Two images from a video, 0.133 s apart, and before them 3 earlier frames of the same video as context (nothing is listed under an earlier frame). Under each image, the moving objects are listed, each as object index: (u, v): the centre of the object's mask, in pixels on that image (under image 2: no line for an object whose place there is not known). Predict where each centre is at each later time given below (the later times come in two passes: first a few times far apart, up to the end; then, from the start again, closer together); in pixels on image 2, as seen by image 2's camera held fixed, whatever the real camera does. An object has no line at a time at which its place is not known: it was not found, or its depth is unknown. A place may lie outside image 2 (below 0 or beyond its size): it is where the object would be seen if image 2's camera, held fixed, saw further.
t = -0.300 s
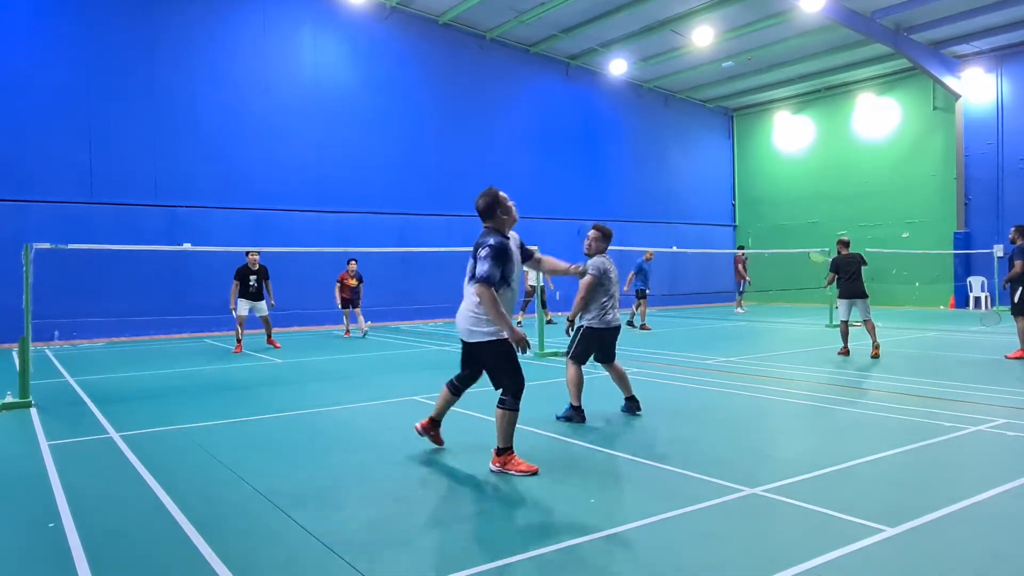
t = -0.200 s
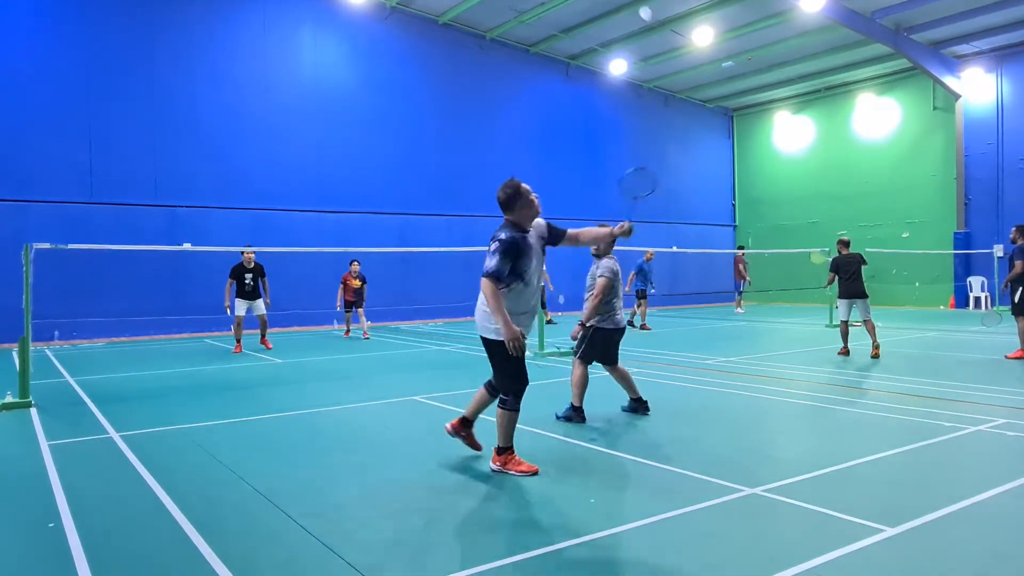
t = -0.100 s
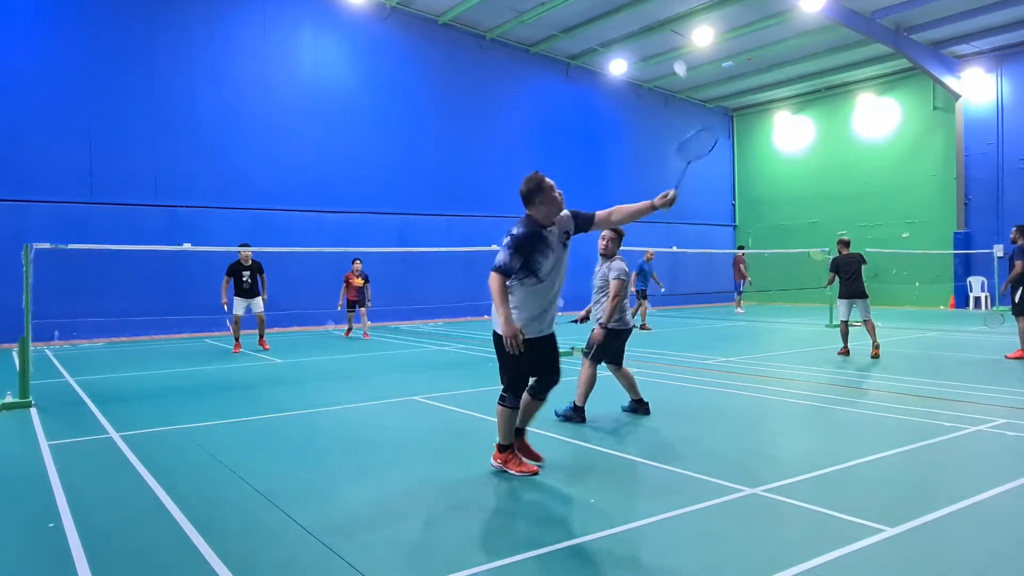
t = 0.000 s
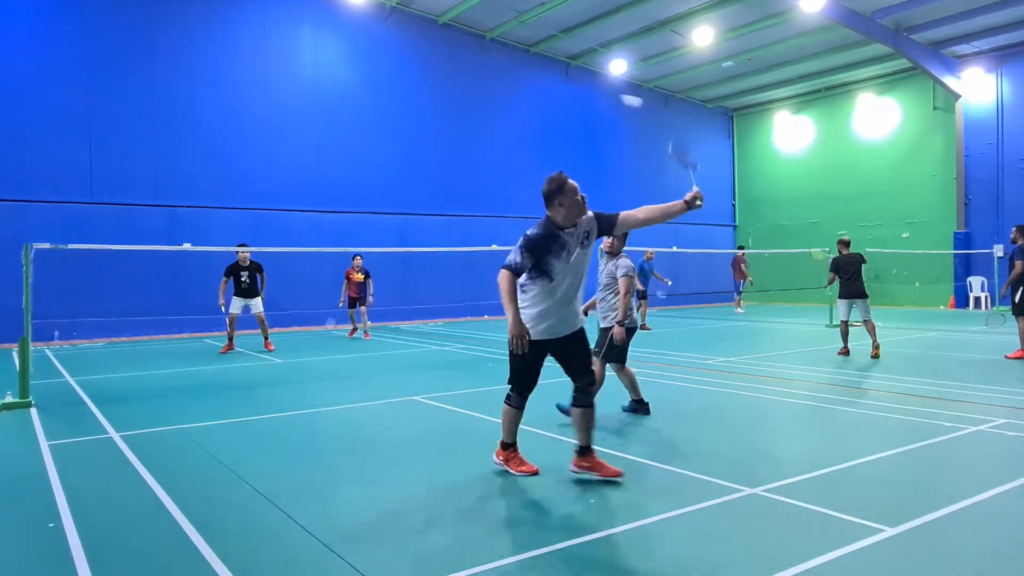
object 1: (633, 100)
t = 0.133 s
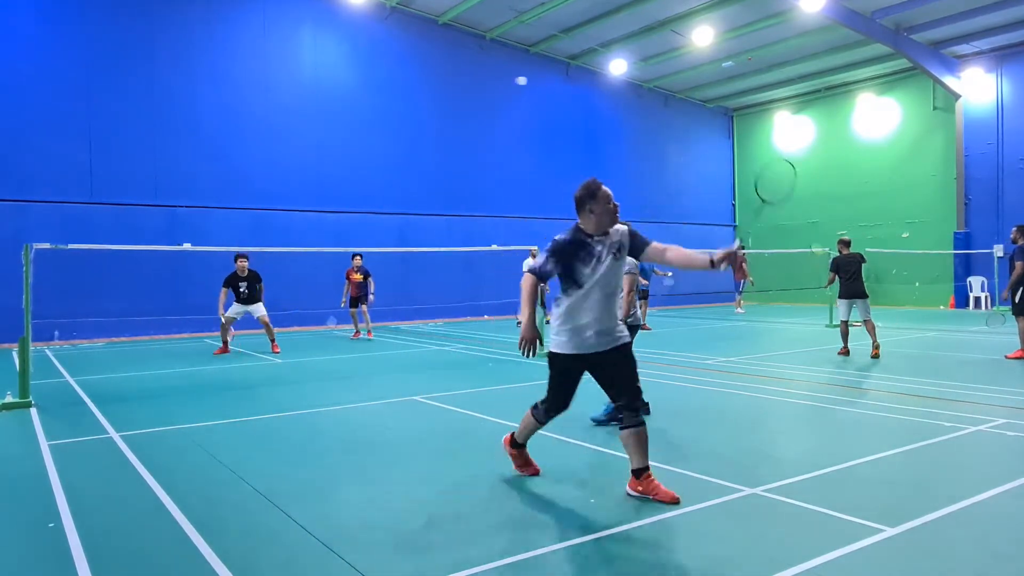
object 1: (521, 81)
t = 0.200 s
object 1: (491, 83)
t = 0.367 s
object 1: (446, 102)
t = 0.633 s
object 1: (409, 158)
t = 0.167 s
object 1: (505, 81)
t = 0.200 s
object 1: (491, 83)
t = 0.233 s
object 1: (480, 86)
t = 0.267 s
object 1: (469, 89)
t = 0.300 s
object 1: (460, 92)
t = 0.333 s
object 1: (453, 97)
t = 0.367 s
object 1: (446, 102)
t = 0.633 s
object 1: (409, 158)
